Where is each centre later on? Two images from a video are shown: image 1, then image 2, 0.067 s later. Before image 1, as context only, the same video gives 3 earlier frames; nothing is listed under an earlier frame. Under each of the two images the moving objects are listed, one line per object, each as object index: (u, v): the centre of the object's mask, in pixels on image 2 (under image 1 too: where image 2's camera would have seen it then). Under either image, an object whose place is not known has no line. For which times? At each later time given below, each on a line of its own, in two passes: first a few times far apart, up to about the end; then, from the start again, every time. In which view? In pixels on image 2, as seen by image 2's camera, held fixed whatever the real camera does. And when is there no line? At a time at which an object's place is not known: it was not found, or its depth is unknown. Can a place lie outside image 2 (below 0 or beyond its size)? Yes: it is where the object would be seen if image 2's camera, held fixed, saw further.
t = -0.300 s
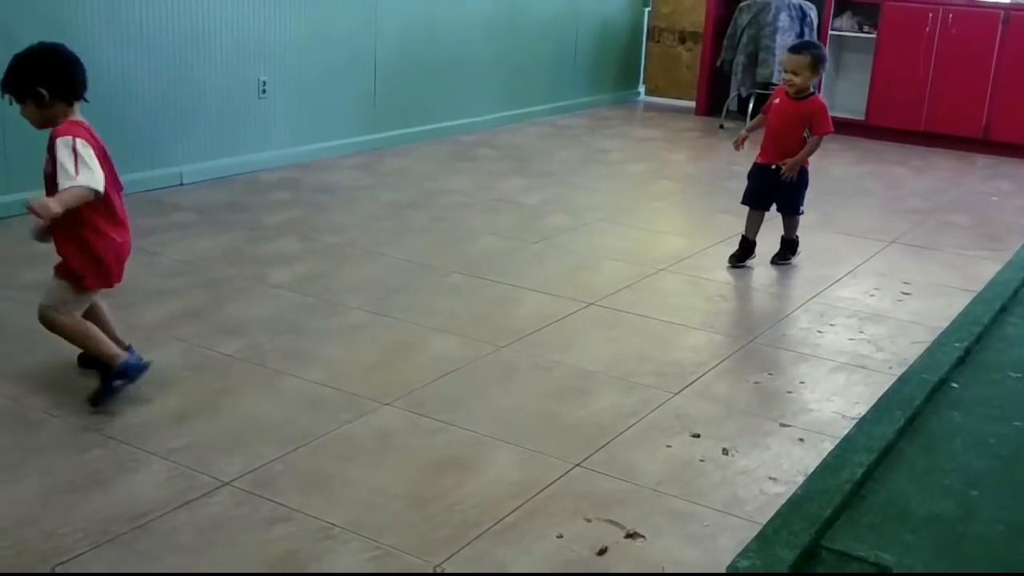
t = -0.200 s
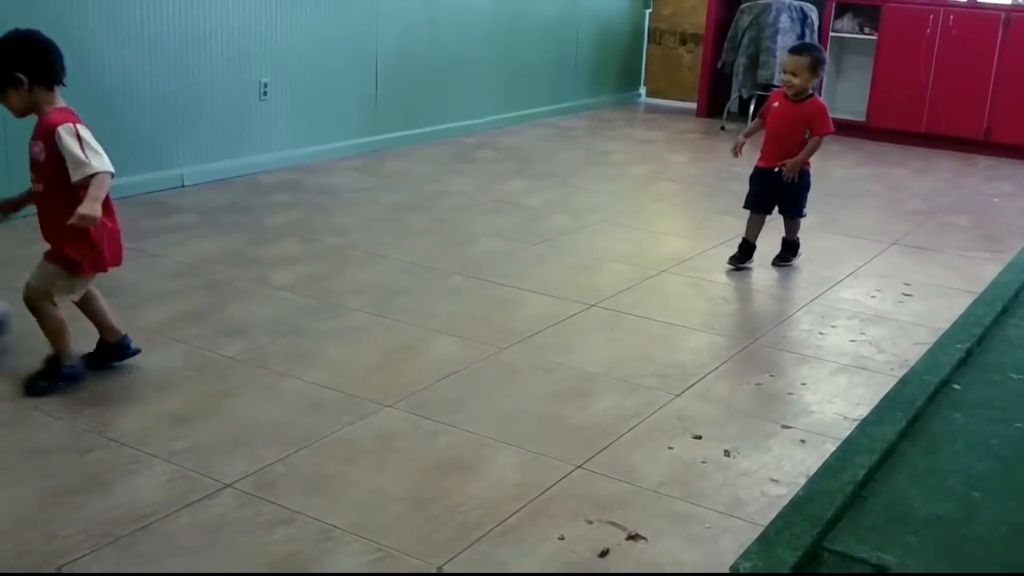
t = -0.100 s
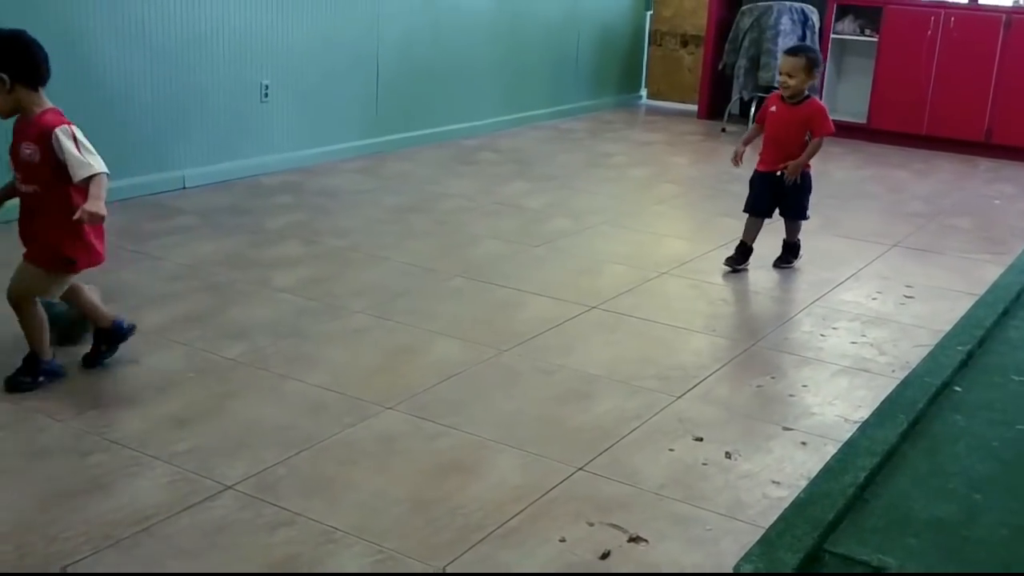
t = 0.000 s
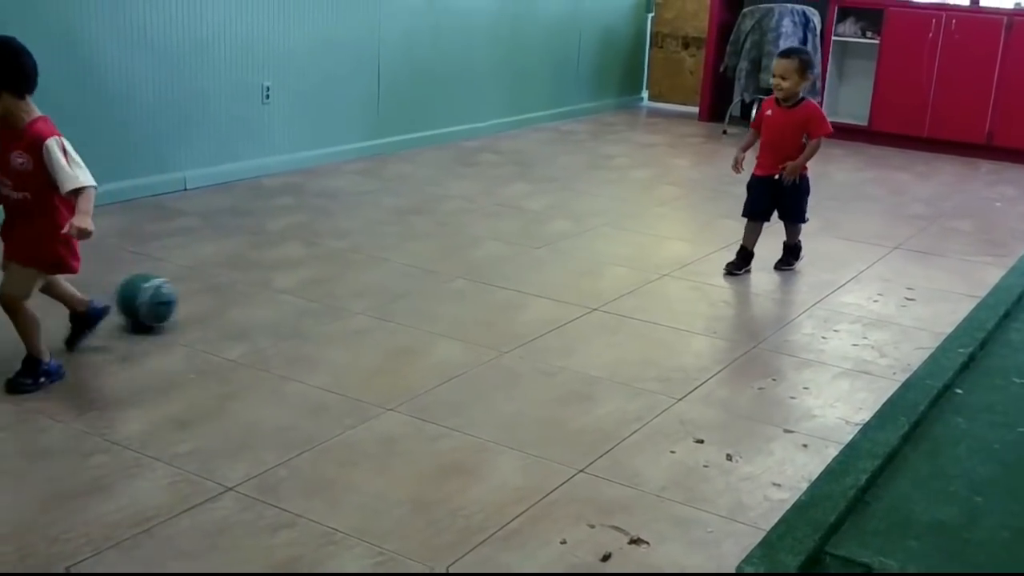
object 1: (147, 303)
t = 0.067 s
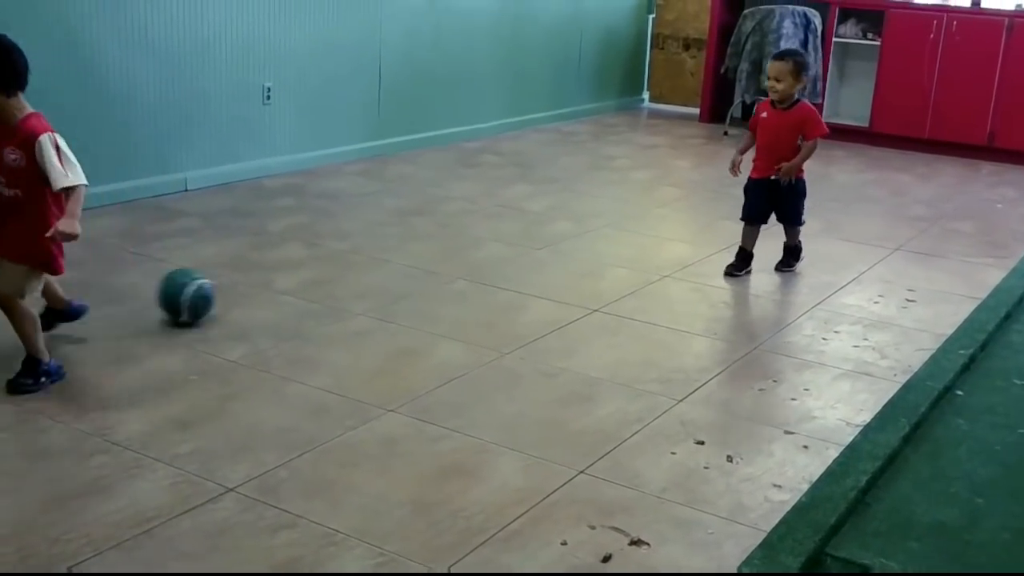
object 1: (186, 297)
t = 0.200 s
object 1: (247, 287)
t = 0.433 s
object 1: (338, 269)
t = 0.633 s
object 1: (403, 255)
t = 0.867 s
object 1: (466, 242)
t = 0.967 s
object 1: (500, 234)
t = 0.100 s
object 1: (203, 294)
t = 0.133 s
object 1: (217, 293)
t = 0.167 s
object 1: (232, 289)
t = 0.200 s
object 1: (247, 287)
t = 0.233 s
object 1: (262, 283)
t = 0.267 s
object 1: (276, 280)
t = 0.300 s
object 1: (289, 278)
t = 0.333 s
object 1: (302, 275)
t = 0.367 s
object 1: (314, 273)
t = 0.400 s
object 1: (326, 271)
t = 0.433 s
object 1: (338, 269)
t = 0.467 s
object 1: (349, 267)
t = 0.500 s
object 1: (360, 265)
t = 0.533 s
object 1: (371, 262)
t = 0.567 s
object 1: (382, 259)
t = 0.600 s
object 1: (393, 258)
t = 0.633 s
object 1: (403, 255)
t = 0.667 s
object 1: (413, 254)
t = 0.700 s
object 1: (423, 251)
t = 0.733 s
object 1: (432, 250)
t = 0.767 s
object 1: (441, 247)
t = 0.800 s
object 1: (449, 245)
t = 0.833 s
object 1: (458, 244)
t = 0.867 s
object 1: (466, 242)
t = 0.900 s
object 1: (475, 240)
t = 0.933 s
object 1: (491, 236)
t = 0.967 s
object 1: (500, 234)
